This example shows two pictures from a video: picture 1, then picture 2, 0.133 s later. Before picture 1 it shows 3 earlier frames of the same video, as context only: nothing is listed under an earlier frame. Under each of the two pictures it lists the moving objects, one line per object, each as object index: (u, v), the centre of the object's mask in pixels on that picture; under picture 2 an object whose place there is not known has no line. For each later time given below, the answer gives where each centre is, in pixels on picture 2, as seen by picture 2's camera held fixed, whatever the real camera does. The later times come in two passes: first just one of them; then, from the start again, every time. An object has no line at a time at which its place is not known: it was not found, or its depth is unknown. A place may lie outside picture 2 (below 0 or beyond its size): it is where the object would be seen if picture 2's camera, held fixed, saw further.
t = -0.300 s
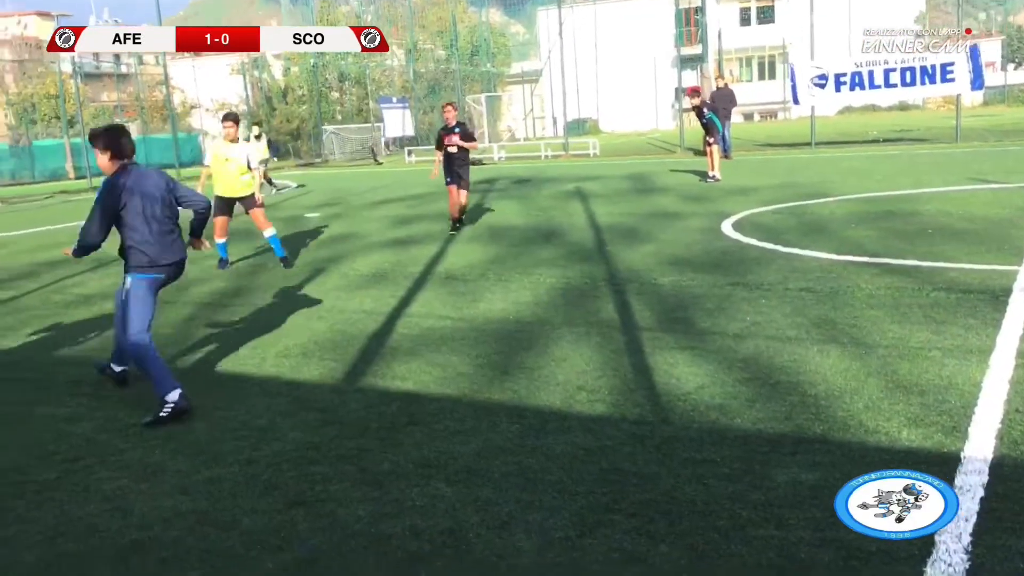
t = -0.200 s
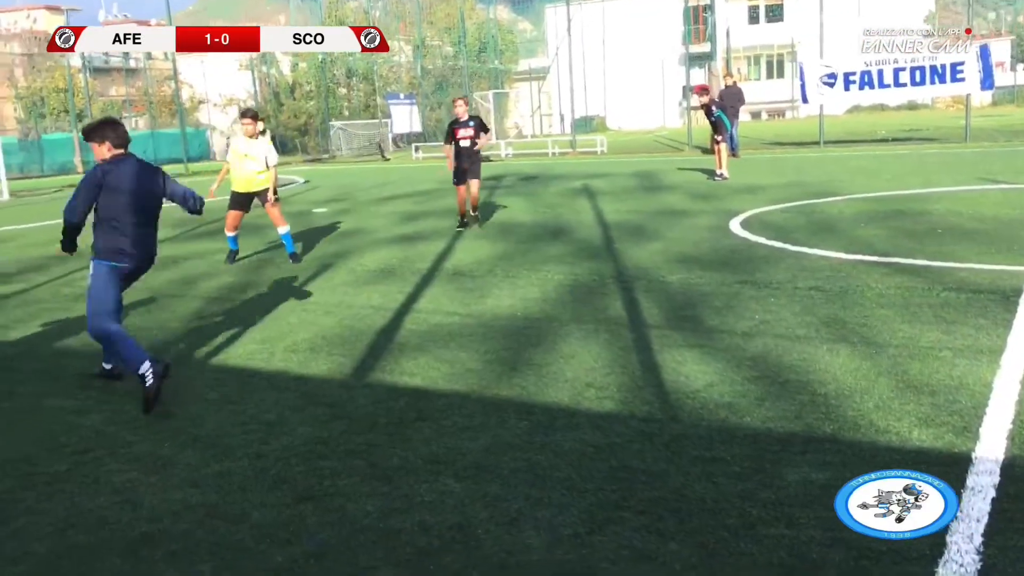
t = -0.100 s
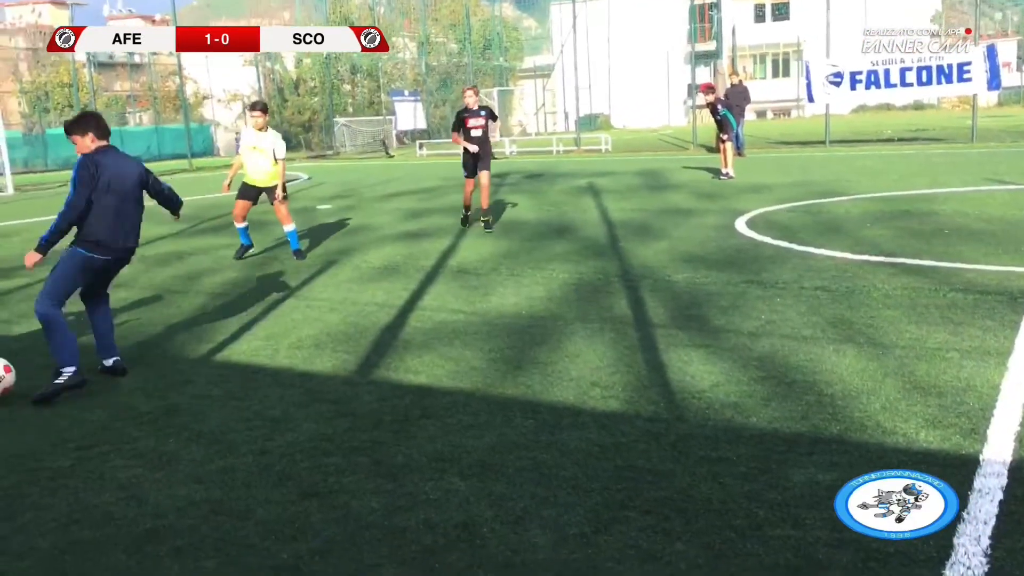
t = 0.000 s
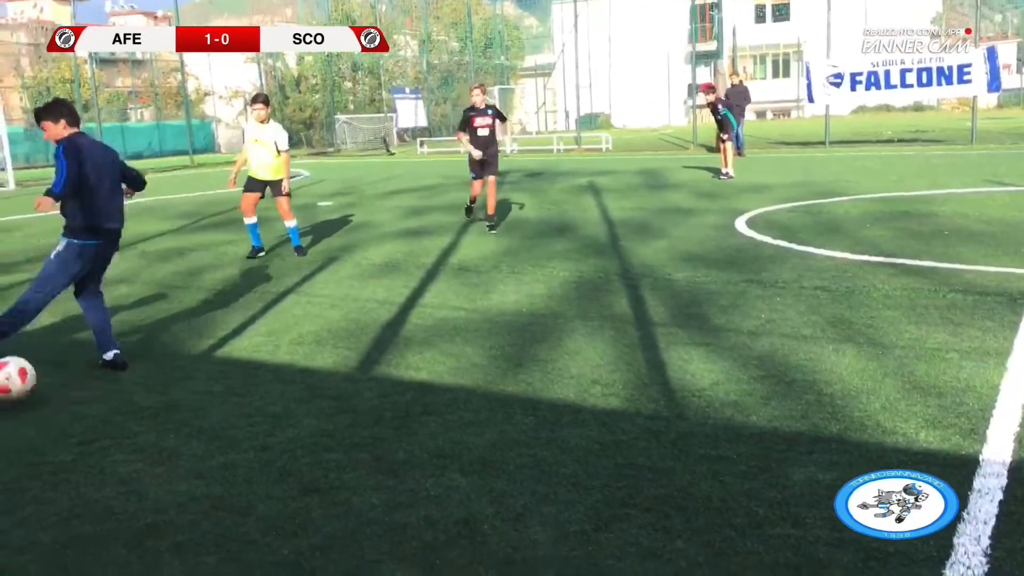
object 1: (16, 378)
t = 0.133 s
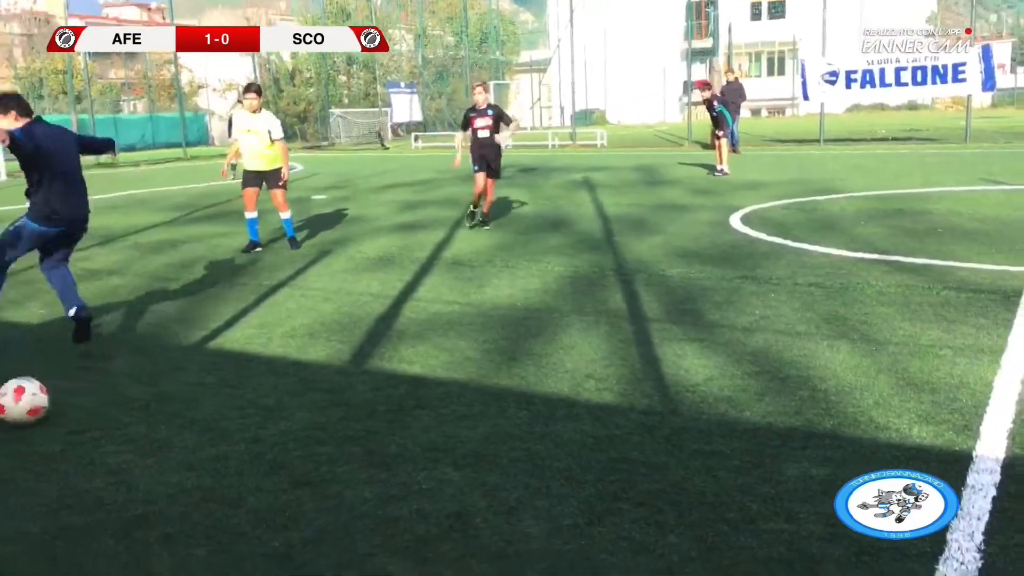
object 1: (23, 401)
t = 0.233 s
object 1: (42, 400)
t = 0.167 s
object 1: (29, 399)
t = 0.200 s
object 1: (35, 399)
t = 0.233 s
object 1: (42, 400)
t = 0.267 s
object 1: (50, 405)
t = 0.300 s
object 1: (57, 413)
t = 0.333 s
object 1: (67, 416)
